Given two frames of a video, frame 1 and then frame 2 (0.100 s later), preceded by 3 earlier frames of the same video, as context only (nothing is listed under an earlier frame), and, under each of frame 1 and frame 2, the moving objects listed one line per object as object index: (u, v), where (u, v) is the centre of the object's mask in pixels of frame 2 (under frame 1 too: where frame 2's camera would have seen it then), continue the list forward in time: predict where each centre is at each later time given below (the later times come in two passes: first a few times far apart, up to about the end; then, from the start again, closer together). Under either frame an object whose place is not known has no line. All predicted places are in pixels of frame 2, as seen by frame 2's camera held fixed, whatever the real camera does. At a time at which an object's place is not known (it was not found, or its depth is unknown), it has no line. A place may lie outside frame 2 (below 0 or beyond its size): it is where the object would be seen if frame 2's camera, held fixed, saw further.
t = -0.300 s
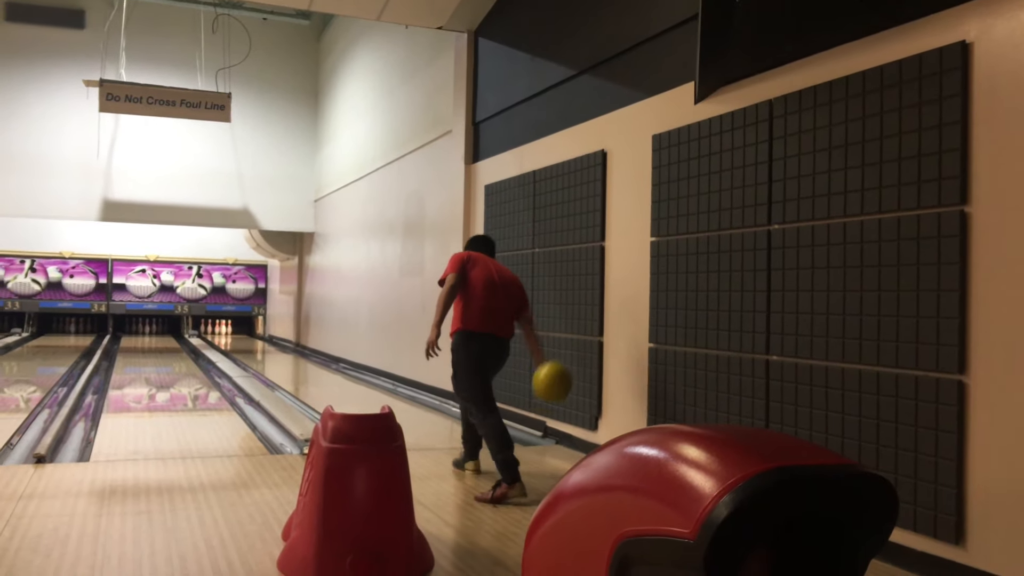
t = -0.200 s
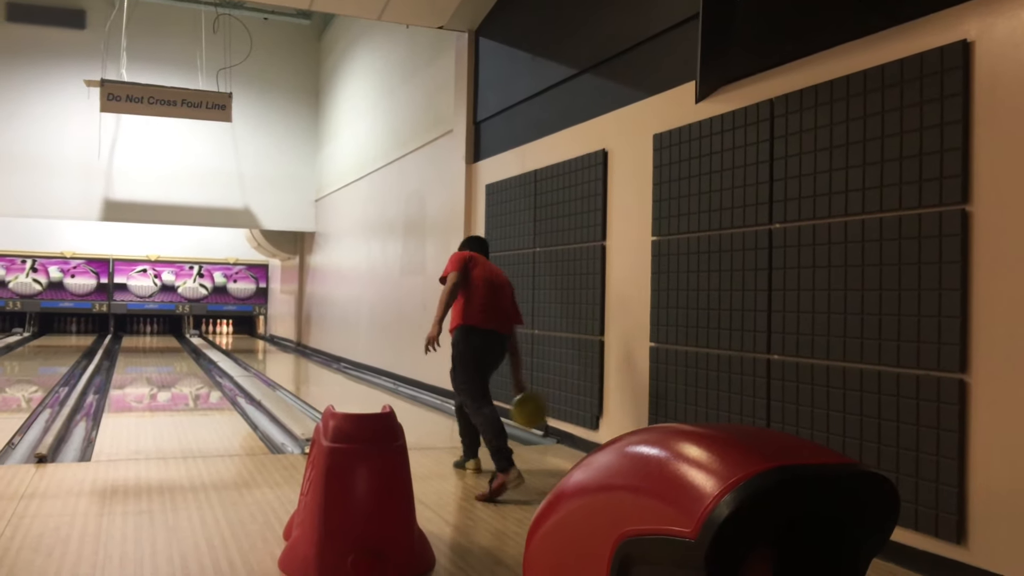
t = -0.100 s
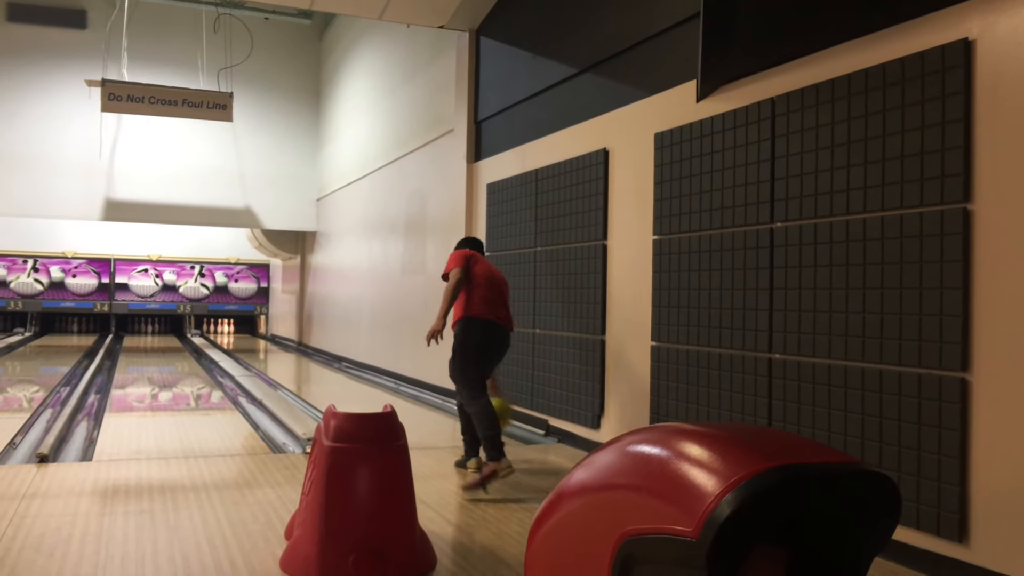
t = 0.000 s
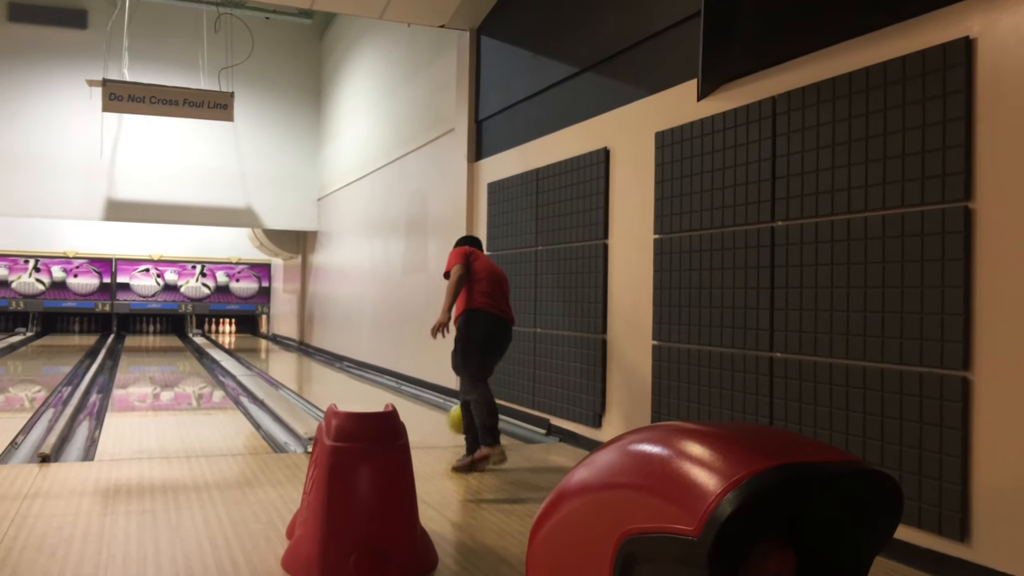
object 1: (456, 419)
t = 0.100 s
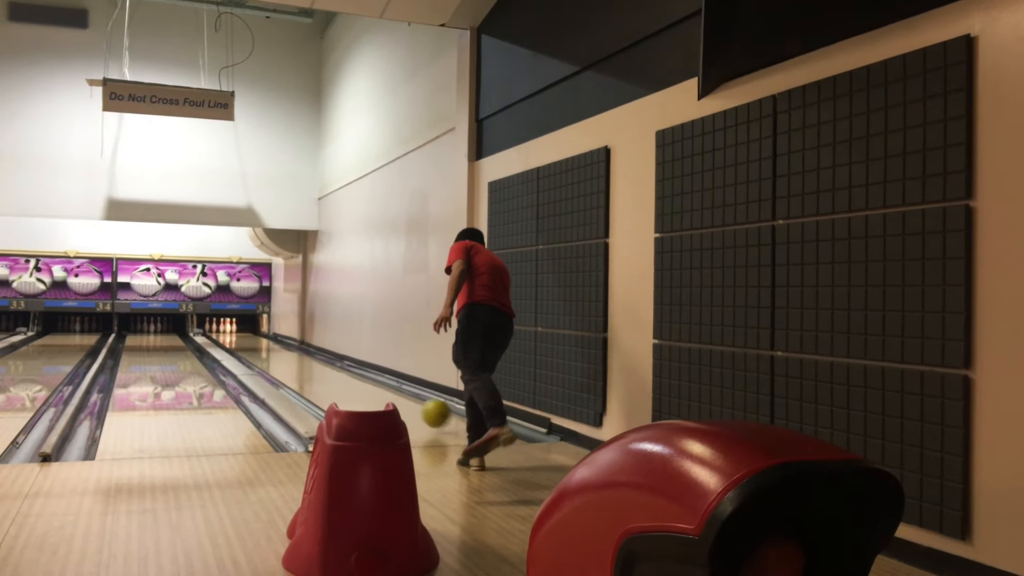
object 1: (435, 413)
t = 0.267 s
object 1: (400, 400)
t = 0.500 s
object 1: (360, 388)
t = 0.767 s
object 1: (328, 375)
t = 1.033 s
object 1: (304, 365)
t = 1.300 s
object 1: (285, 358)
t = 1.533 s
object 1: (273, 353)
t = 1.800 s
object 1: (260, 348)
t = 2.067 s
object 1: (251, 345)
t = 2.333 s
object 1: (243, 342)
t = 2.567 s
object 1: (236, 339)
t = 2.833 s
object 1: (230, 337)
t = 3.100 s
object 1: (225, 334)
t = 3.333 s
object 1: (222, 333)
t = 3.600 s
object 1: (217, 331)
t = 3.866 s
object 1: (213, 329)
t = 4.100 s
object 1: (209, 328)
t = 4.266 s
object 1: (201, 328)
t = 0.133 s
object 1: (427, 409)
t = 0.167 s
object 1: (420, 406)
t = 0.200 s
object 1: (412, 405)
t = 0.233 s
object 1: (406, 405)
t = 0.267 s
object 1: (400, 400)
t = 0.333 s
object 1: (386, 397)
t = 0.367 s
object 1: (380, 395)
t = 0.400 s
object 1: (375, 394)
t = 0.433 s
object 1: (370, 392)
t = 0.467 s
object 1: (365, 390)
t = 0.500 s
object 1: (360, 388)
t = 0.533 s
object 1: (355, 386)
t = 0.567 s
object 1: (351, 384)
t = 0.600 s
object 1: (346, 383)
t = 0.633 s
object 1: (342, 381)
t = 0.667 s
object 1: (338, 379)
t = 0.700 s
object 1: (335, 378)
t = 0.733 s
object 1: (331, 377)
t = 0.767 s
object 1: (328, 375)
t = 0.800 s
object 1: (324, 373)
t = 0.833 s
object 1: (321, 372)
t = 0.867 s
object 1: (318, 371)
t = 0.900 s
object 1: (315, 370)
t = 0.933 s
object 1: (312, 369)
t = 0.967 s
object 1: (309, 367)
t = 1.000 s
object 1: (307, 366)
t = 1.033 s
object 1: (304, 365)
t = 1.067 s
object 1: (301, 364)
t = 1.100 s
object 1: (299, 364)
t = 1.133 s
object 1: (296, 363)
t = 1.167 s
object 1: (294, 361)
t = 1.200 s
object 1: (292, 361)
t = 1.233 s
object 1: (289, 360)
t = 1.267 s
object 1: (287, 359)
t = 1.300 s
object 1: (285, 358)
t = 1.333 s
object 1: (283, 357)
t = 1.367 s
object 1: (281, 357)
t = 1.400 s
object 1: (279, 356)
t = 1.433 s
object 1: (277, 355)
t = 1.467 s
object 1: (276, 354)
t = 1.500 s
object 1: (274, 353)
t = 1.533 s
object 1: (273, 353)
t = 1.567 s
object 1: (271, 352)
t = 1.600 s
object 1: (269, 352)
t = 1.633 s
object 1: (268, 351)
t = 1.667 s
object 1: (266, 351)
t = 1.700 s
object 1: (264, 350)
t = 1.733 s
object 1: (263, 349)
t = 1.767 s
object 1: (261, 349)
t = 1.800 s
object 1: (260, 348)
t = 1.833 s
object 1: (259, 348)
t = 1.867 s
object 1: (257, 347)
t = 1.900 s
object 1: (256, 347)
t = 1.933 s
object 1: (255, 346)
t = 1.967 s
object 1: (254, 346)
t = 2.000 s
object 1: (253, 346)
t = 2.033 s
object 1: (252, 345)
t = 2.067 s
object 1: (251, 345)
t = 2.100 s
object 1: (250, 345)
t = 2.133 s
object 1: (248, 344)
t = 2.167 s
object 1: (246, 344)
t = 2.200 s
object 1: (245, 343)
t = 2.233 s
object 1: (244, 343)
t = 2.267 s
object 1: (243, 343)
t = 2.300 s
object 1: (242, 342)
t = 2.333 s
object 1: (243, 342)
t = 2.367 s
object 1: (241, 341)
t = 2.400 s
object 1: (241, 341)
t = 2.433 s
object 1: (239, 340)
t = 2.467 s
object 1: (238, 340)
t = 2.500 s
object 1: (238, 340)
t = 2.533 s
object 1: (237, 340)
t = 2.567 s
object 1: (236, 339)
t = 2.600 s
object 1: (235, 339)
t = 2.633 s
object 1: (235, 338)
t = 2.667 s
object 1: (234, 338)
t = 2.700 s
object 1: (234, 338)
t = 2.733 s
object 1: (233, 338)
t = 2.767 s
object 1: (231, 337)
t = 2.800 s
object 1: (231, 337)
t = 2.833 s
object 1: (230, 337)
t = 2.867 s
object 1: (230, 336)
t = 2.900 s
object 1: (229, 336)
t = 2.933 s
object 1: (229, 336)
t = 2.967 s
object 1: (228, 335)
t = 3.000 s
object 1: (227, 335)
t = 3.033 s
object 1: (226, 335)
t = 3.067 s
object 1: (227, 335)
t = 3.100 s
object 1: (225, 334)
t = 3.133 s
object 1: (225, 334)
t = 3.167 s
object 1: (224, 334)
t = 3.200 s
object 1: (224, 334)
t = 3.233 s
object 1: (223, 333)
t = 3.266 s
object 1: (222, 333)
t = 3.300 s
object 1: (222, 333)
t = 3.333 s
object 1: (222, 333)
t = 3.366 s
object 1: (220, 332)
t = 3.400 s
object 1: (220, 333)
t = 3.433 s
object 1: (220, 332)
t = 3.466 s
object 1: (219, 332)
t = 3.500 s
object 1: (219, 332)
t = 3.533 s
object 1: (218, 331)
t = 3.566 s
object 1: (217, 331)
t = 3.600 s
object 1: (217, 331)
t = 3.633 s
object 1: (216, 331)
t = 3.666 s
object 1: (215, 331)
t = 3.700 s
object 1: (215, 330)
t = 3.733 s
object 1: (215, 330)
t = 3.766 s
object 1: (214, 330)
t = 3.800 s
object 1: (214, 330)
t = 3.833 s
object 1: (213, 330)
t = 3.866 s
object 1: (213, 329)
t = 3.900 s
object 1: (213, 329)
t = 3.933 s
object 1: (212, 329)
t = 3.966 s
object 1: (212, 329)
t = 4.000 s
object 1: (212, 329)
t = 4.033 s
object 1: (212, 329)
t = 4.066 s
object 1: (209, 329)
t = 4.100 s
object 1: (209, 328)
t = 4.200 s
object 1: (205, 328)
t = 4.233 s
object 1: (202, 328)
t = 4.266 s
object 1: (201, 328)
